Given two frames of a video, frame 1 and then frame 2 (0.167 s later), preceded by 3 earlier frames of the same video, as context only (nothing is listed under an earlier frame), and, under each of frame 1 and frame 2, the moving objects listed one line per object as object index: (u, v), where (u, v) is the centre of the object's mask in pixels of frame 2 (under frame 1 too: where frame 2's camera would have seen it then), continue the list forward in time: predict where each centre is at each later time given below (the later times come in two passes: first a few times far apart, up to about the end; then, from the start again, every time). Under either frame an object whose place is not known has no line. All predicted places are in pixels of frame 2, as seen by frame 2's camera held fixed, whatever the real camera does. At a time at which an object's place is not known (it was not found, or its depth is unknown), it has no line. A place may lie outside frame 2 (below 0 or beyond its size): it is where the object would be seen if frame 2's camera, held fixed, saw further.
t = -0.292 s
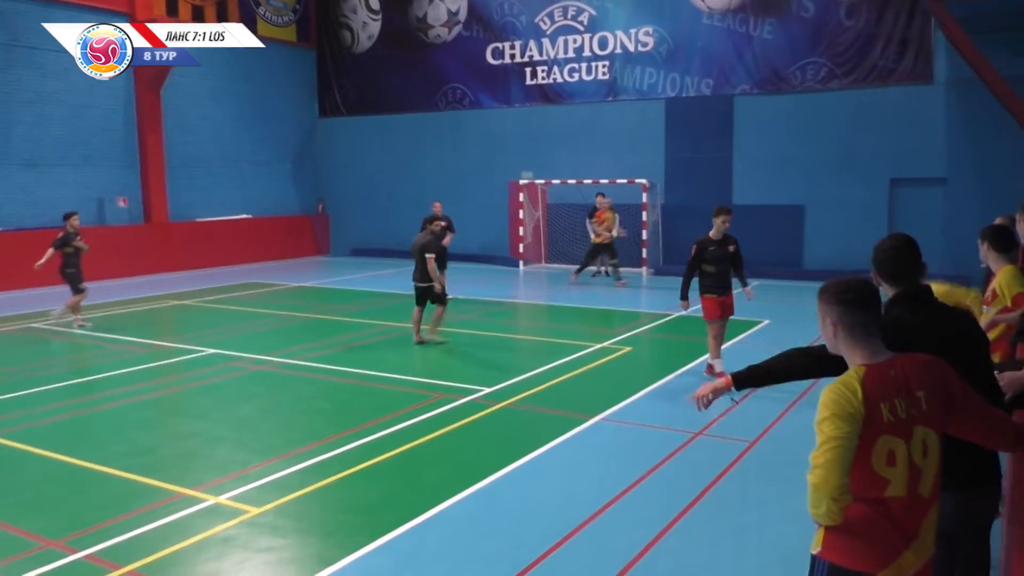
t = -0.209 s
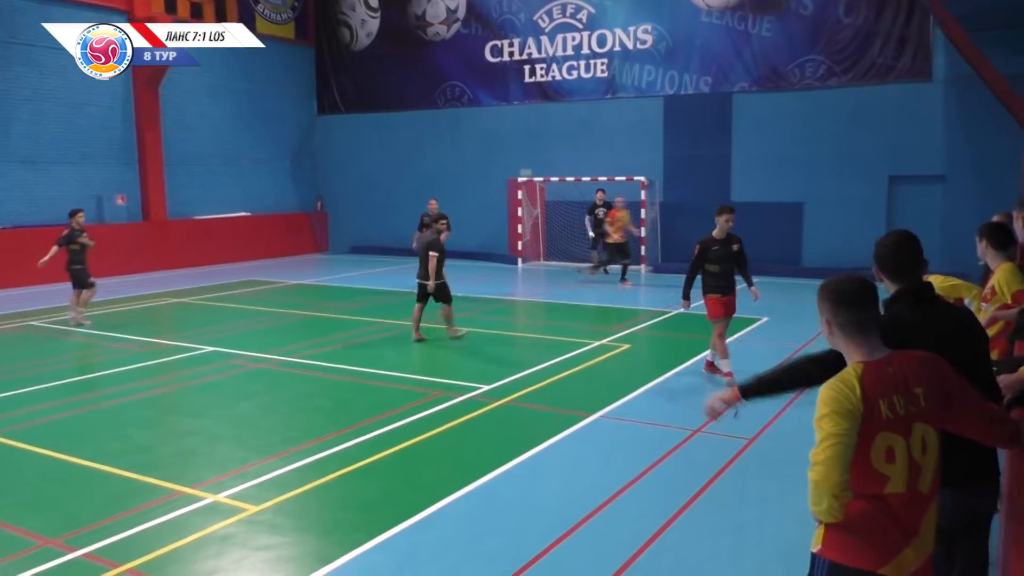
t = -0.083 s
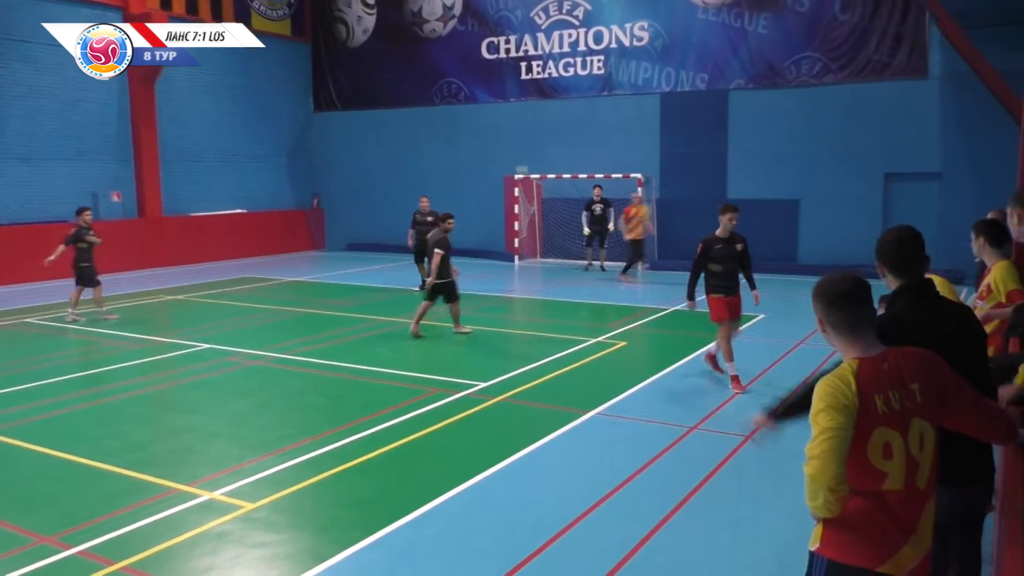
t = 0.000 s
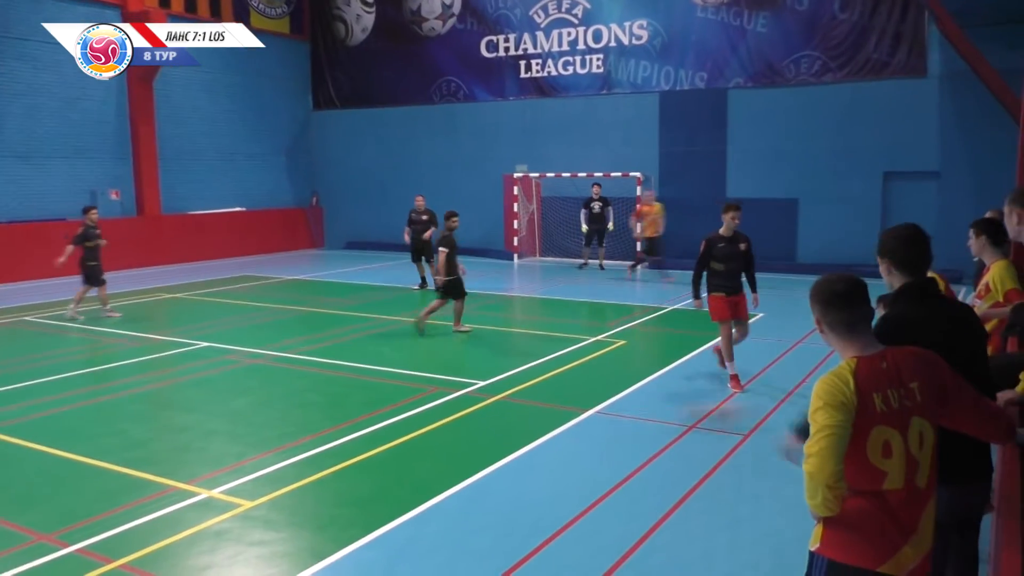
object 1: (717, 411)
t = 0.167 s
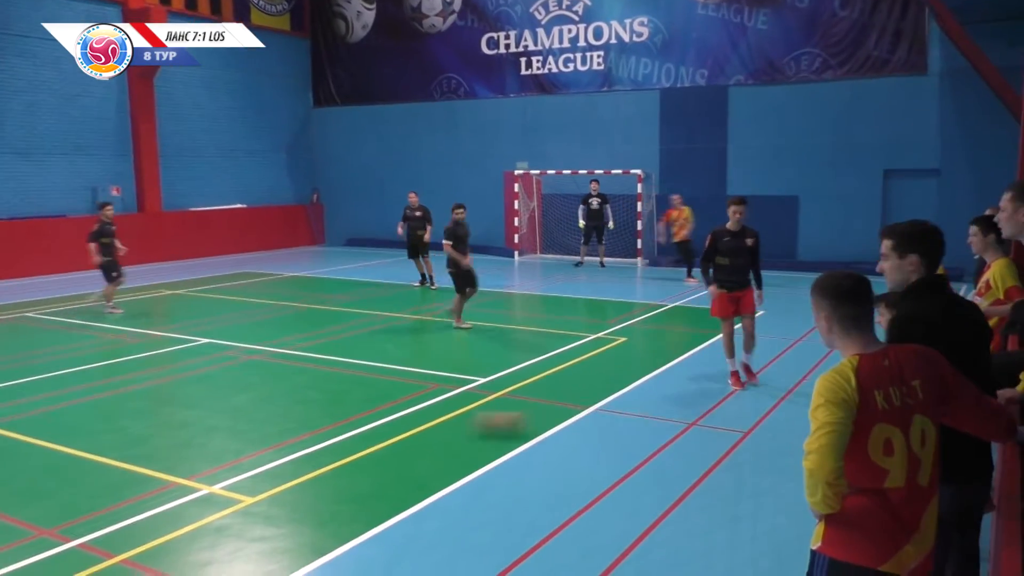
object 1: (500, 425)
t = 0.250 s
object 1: (399, 430)
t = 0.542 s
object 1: (63, 446)
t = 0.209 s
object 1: (451, 426)
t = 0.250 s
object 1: (399, 430)
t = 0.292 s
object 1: (351, 432)
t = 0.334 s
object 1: (294, 430)
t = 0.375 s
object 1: (248, 434)
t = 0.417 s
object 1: (196, 439)
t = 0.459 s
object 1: (153, 440)
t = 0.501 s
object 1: (108, 443)
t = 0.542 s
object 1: (63, 446)
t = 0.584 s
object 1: (21, 446)
